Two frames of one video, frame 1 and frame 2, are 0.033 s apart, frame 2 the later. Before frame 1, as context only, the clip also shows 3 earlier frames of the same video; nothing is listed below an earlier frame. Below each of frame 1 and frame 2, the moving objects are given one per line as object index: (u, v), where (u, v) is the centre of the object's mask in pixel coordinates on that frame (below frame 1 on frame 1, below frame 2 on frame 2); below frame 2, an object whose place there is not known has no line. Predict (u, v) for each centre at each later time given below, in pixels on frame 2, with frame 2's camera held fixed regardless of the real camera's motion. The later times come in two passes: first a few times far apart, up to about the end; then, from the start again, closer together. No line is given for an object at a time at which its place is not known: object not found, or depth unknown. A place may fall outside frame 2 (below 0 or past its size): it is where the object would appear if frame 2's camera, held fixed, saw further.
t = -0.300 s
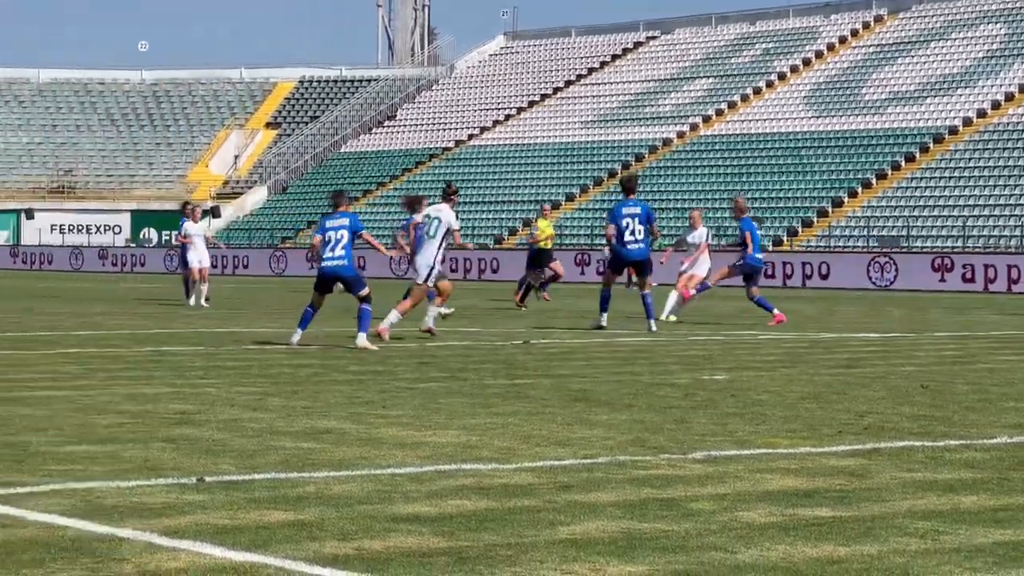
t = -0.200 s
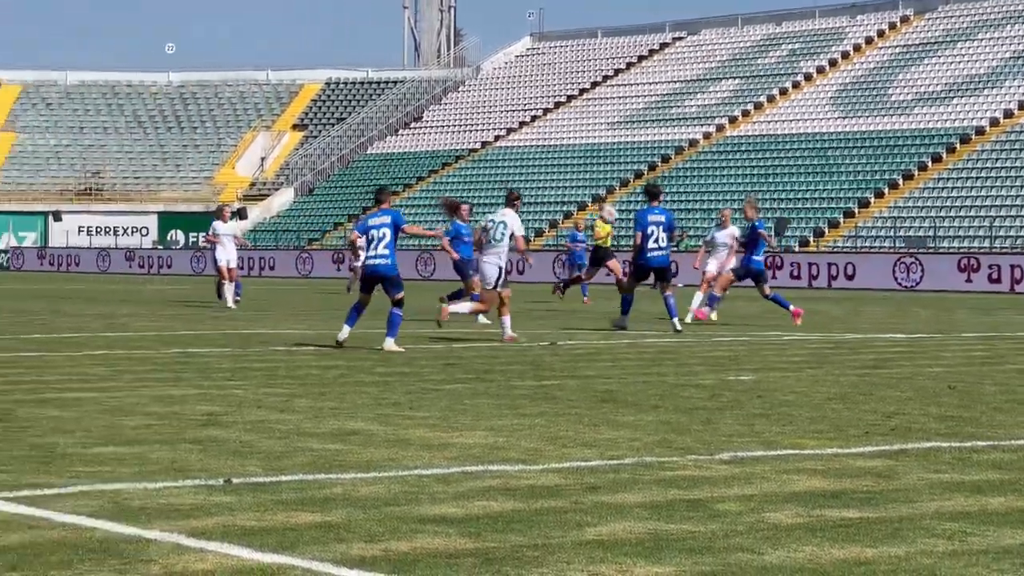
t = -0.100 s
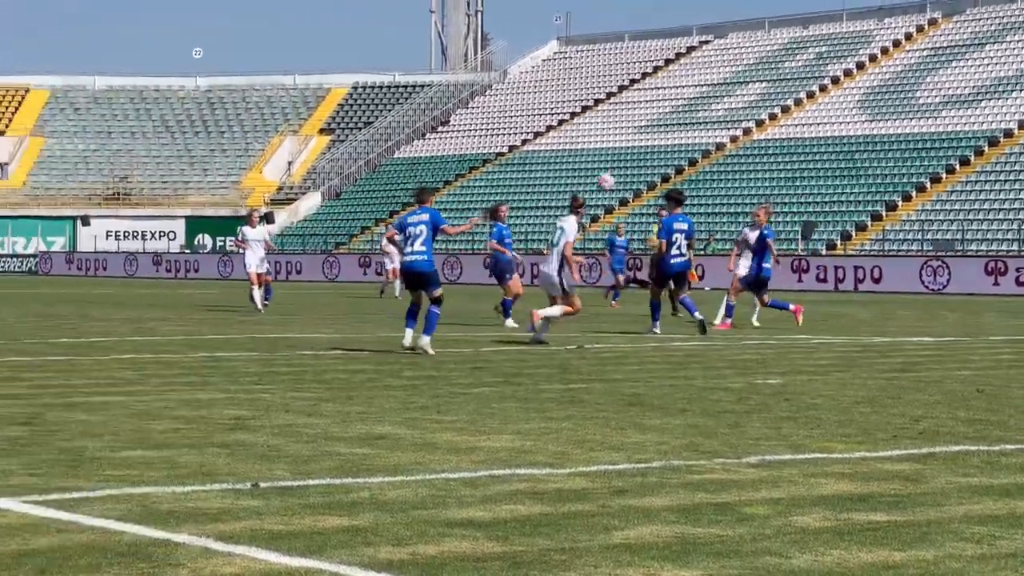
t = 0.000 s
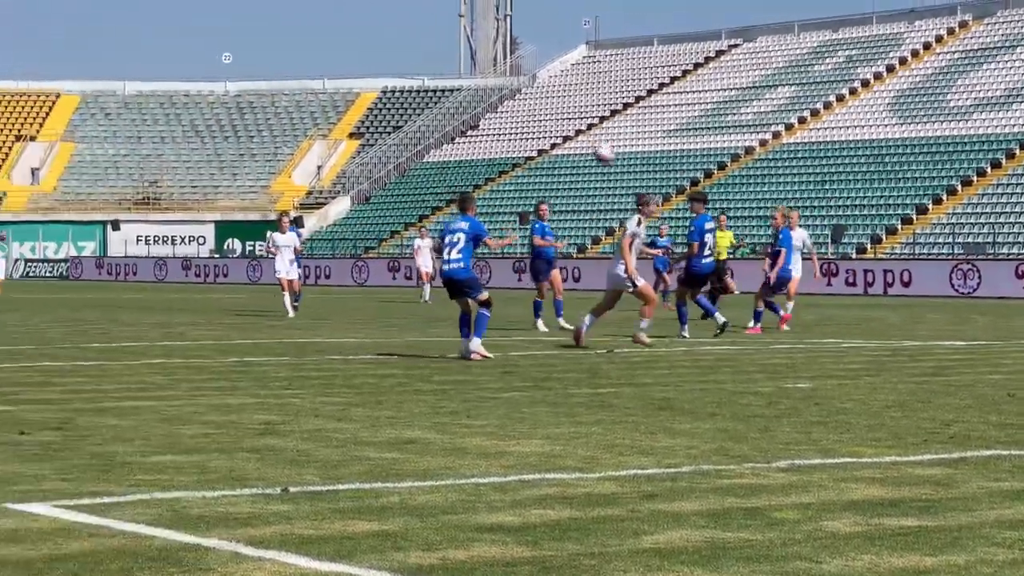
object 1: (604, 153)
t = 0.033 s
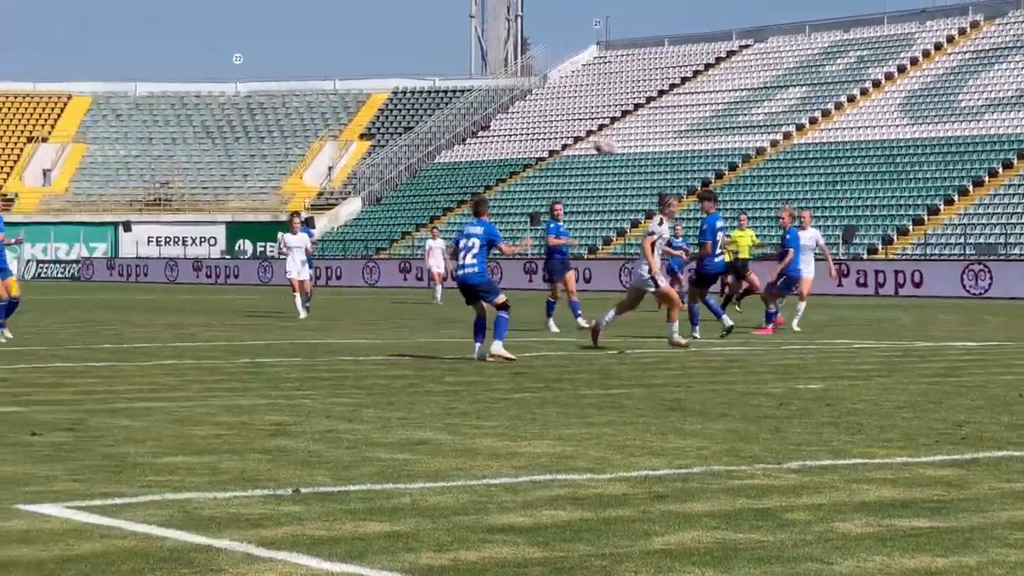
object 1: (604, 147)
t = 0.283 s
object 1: (524, 93)
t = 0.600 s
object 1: (406, 95)
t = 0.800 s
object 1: (318, 156)
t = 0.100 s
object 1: (584, 128)
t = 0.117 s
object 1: (579, 125)
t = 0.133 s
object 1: (573, 120)
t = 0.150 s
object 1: (568, 118)
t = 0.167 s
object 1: (562, 114)
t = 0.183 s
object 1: (557, 110)
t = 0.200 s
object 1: (551, 107)
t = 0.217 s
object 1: (547, 103)
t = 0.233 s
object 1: (540, 99)
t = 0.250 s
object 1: (536, 98)
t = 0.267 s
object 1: (530, 95)
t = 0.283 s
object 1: (524, 93)
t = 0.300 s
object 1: (518, 91)
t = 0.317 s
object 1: (512, 89)
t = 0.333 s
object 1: (506, 87)
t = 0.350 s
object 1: (499, 86)
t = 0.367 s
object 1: (494, 84)
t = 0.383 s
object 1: (488, 83)
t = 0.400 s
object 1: (482, 83)
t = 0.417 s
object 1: (476, 82)
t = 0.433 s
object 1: (470, 81)
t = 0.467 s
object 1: (458, 82)
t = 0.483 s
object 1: (451, 82)
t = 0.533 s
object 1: (432, 85)
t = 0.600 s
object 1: (406, 95)
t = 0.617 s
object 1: (398, 98)
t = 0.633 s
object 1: (391, 102)
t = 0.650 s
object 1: (385, 104)
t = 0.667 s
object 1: (378, 108)
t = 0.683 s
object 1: (370, 113)
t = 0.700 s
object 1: (364, 119)
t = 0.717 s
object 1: (356, 123)
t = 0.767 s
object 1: (332, 143)
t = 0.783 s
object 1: (326, 150)
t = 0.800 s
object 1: (318, 156)
